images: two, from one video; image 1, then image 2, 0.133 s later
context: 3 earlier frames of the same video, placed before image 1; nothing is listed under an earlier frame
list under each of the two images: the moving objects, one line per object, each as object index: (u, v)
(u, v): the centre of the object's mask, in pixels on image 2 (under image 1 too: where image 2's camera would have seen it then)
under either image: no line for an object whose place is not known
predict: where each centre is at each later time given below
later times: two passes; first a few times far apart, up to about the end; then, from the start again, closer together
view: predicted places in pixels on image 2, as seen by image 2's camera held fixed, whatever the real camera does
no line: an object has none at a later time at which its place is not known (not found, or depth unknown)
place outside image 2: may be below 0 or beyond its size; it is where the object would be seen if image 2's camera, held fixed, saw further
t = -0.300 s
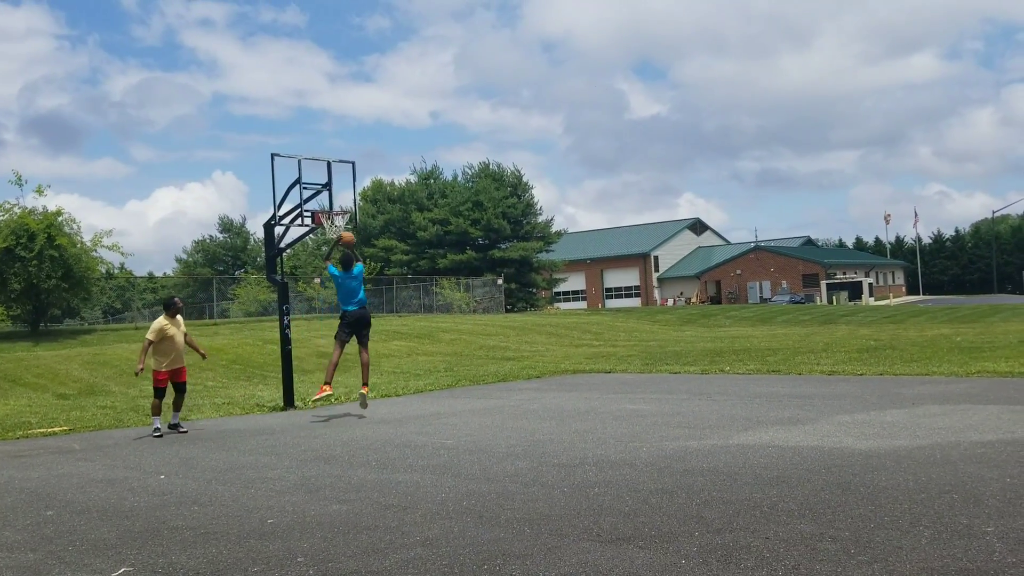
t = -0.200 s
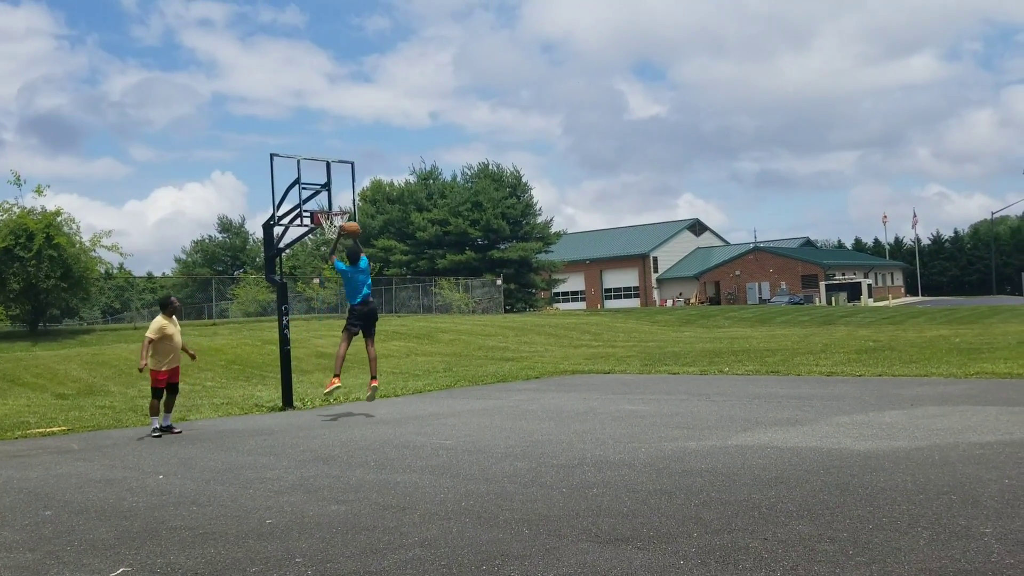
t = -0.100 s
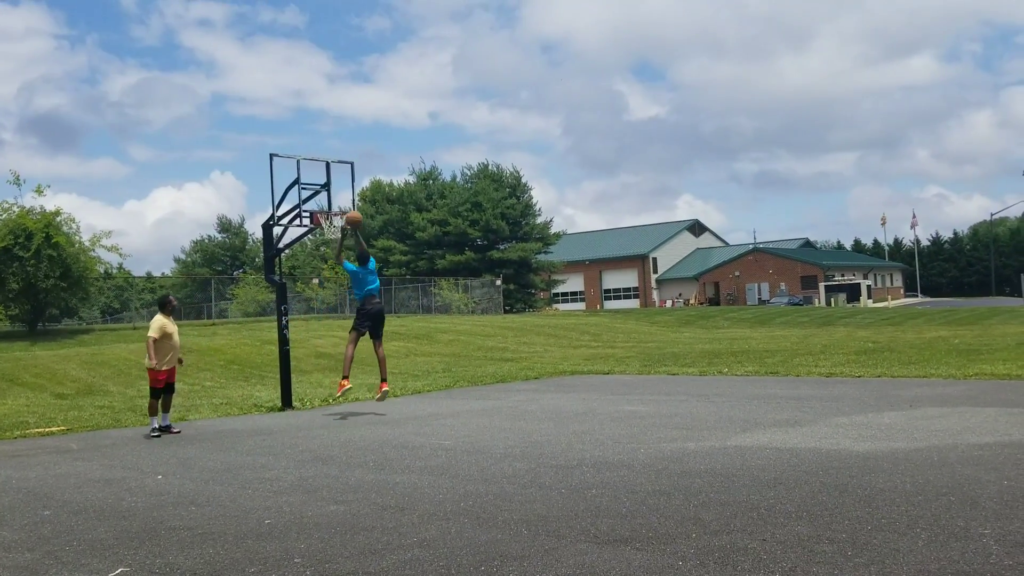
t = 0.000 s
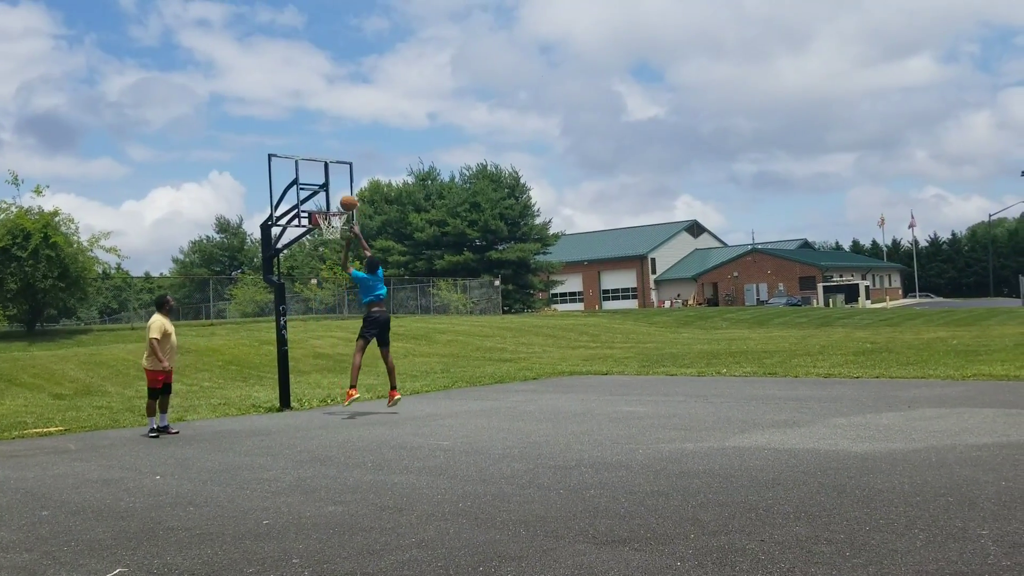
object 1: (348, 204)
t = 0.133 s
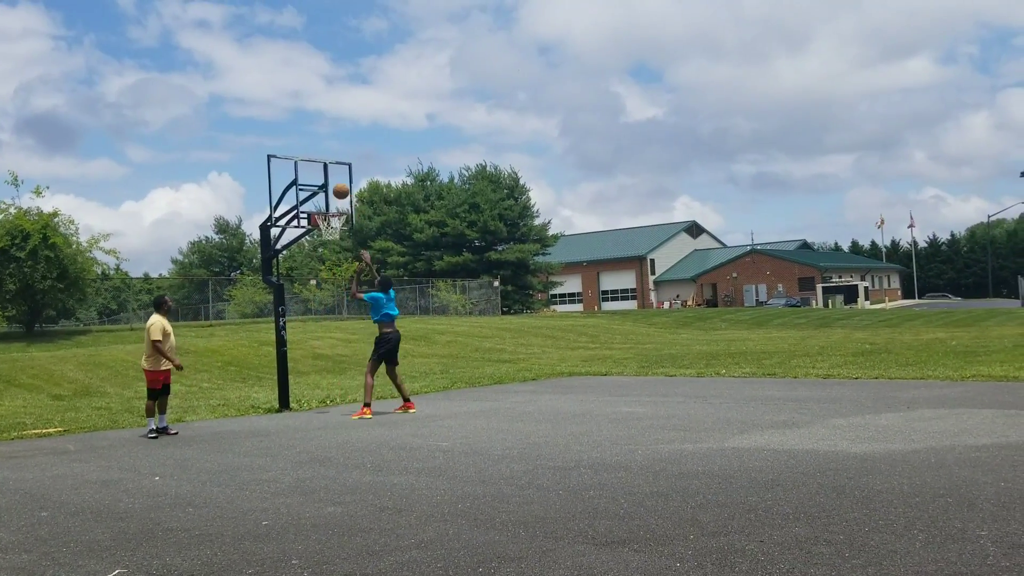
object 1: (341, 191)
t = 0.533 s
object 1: (331, 205)
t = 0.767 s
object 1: (338, 204)
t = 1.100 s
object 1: (352, 256)
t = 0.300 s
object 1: (334, 192)
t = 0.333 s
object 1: (332, 194)
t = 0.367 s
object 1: (331, 197)
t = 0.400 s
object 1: (330, 200)
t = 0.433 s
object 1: (329, 204)
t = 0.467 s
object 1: (329, 207)
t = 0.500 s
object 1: (329, 206)
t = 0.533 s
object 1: (331, 205)
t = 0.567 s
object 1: (332, 205)
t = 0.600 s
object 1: (333, 205)
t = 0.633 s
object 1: (334, 205)
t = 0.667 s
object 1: (336, 204)
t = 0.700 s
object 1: (337, 203)
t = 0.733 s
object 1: (337, 203)
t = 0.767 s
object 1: (338, 204)
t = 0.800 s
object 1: (340, 206)
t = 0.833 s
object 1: (341, 208)
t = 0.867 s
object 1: (342, 212)
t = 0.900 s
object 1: (343, 216)
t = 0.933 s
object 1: (345, 221)
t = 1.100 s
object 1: (352, 256)
